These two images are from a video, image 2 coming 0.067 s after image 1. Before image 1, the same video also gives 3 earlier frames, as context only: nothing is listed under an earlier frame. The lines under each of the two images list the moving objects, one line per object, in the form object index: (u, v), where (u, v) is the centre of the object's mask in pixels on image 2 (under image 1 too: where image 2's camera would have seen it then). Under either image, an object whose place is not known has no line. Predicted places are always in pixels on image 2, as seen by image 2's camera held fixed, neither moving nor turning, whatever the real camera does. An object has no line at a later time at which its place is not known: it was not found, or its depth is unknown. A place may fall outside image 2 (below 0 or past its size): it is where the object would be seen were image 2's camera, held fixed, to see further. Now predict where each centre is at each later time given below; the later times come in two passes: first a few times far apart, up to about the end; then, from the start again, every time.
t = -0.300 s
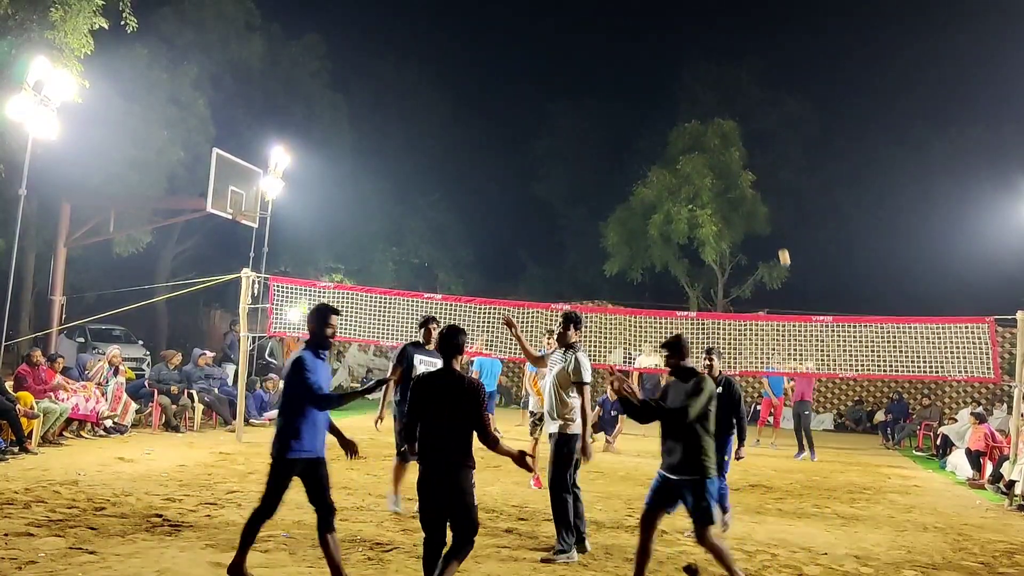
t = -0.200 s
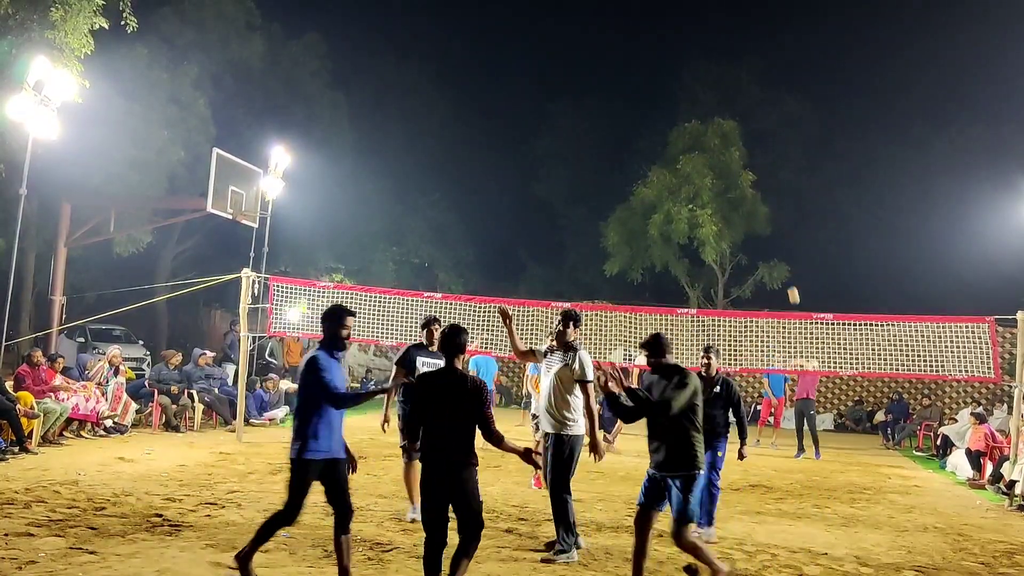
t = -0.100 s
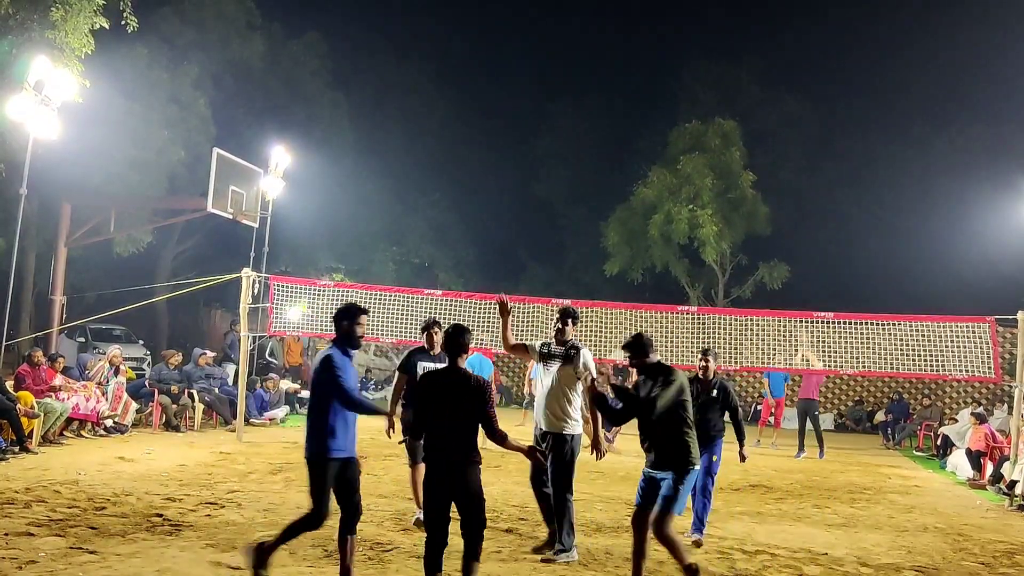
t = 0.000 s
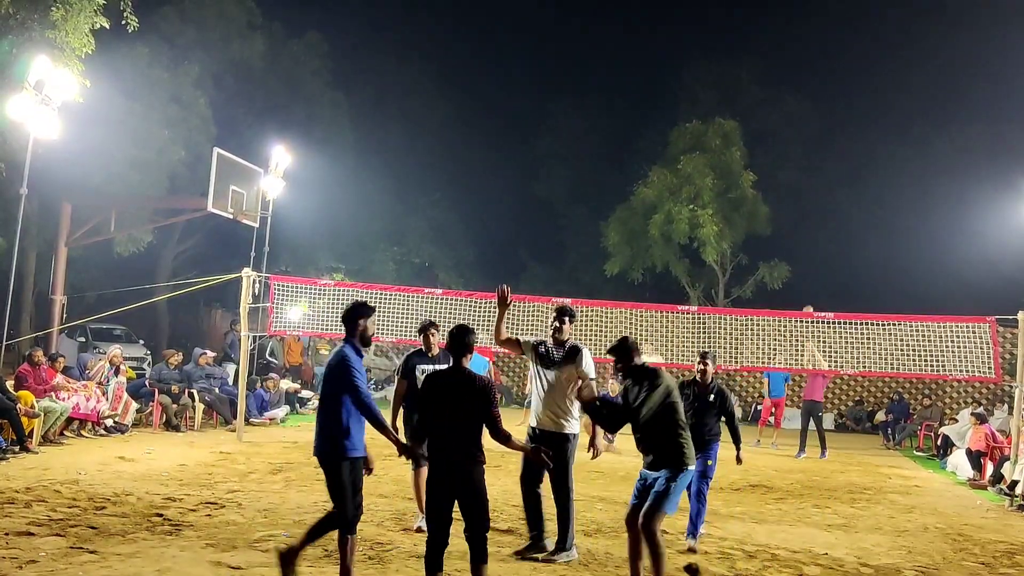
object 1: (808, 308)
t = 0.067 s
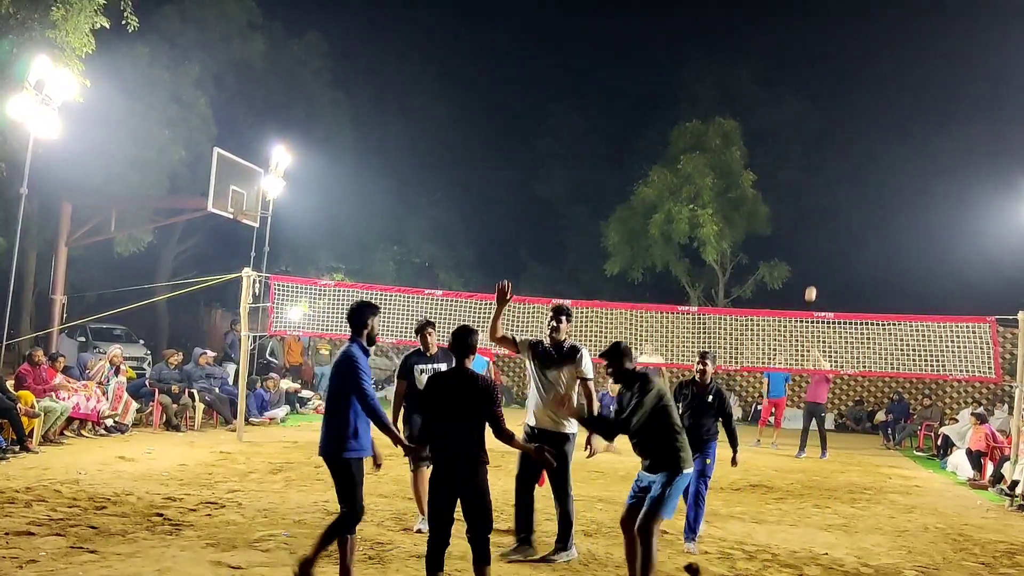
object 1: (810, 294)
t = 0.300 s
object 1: (820, 242)
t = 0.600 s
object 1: (832, 218)
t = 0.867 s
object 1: (842, 249)
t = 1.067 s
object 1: (849, 313)
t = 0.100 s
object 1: (812, 285)
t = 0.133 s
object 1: (813, 277)
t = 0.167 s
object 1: (815, 269)
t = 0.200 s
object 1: (816, 261)
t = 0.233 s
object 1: (817, 254)
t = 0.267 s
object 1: (819, 248)
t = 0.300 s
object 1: (820, 242)
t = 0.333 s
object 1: (821, 237)
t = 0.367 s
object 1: (823, 233)
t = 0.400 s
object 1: (824, 228)
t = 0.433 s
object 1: (825, 225)
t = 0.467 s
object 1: (827, 222)
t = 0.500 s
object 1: (828, 220)
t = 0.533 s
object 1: (829, 219)
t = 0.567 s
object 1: (830, 218)
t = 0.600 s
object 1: (832, 218)
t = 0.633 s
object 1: (833, 219)
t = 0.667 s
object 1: (834, 221)
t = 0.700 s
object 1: (836, 223)
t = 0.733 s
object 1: (837, 227)
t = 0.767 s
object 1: (838, 231)
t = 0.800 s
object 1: (839, 236)
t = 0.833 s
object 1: (841, 242)
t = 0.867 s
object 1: (842, 249)
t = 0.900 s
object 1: (843, 257)
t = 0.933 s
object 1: (844, 267)
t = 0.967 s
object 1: (845, 277)
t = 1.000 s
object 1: (847, 288)
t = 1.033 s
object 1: (848, 301)
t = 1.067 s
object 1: (849, 313)
